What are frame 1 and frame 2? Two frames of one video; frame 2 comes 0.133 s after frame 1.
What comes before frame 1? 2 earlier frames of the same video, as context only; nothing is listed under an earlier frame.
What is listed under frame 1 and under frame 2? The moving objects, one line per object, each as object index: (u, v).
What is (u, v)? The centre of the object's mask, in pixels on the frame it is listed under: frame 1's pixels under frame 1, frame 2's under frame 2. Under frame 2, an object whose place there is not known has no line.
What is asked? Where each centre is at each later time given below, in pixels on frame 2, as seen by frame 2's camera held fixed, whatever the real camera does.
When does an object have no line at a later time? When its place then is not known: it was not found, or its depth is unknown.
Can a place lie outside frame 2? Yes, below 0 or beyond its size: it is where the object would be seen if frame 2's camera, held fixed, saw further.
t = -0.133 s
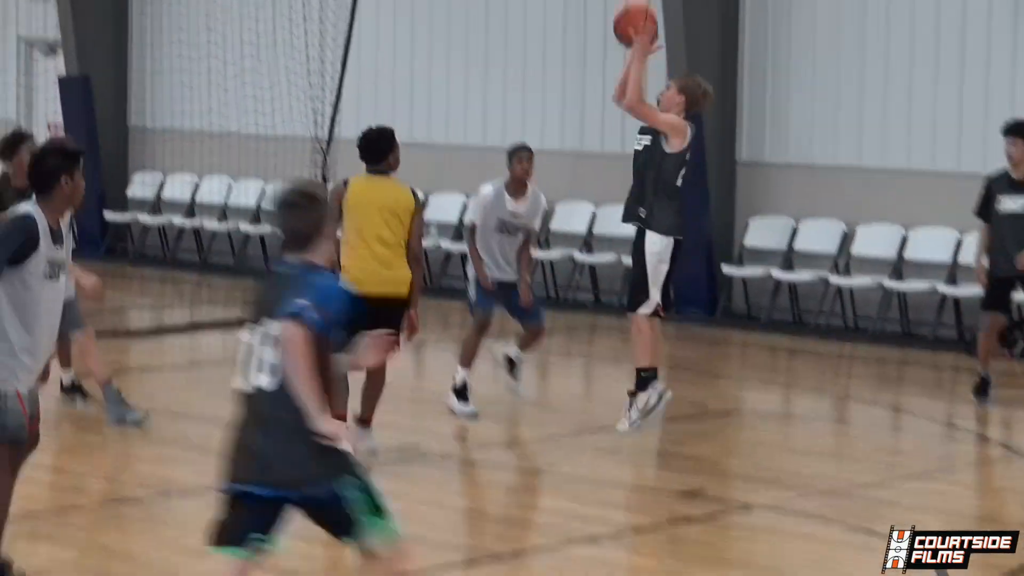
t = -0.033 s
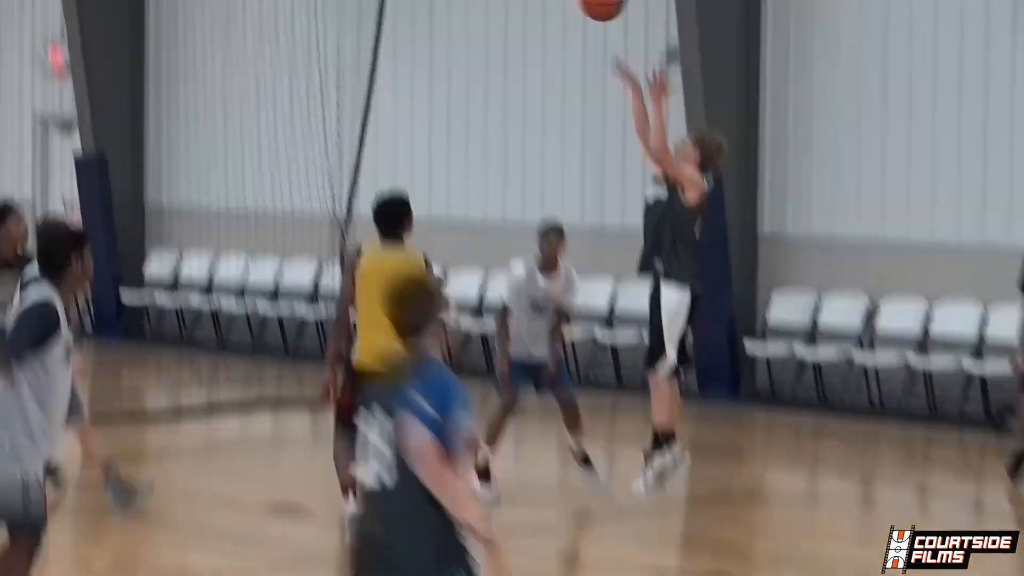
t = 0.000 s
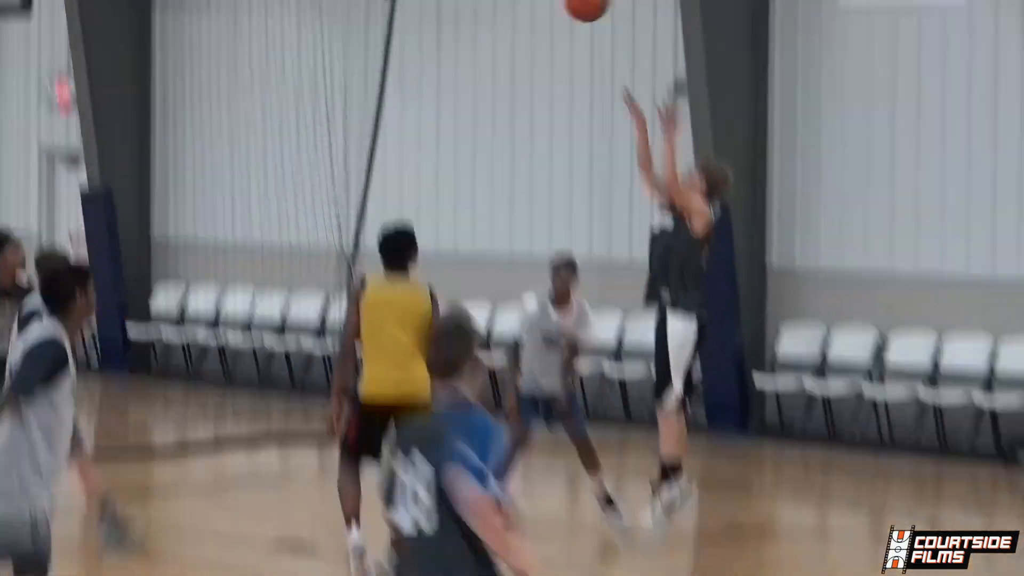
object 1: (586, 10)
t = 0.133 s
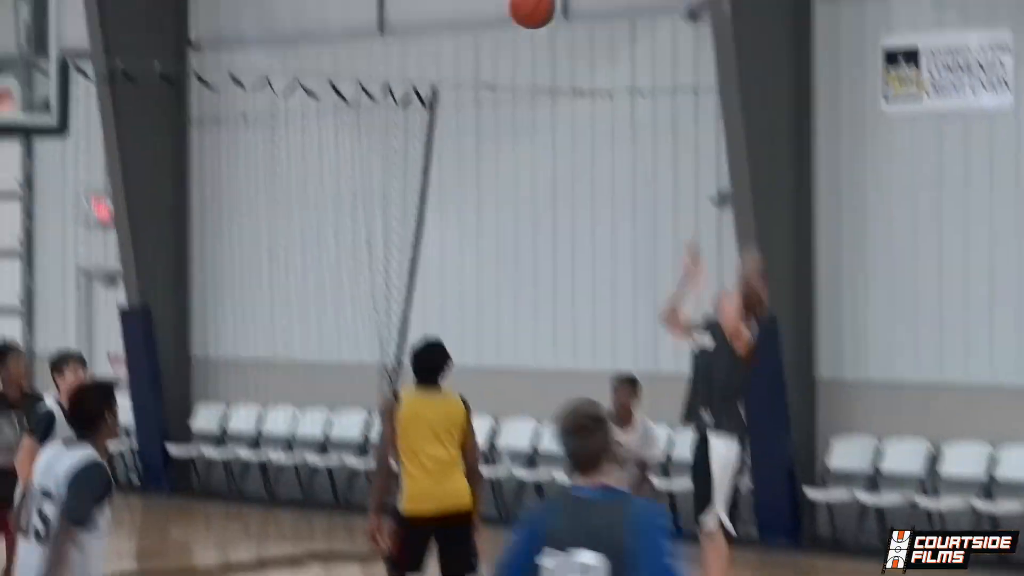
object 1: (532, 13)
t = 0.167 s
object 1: (510, -8)
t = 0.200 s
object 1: (488, -26)
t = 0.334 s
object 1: (397, -79)
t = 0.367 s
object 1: (373, -88)
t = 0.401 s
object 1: (349, -96)
